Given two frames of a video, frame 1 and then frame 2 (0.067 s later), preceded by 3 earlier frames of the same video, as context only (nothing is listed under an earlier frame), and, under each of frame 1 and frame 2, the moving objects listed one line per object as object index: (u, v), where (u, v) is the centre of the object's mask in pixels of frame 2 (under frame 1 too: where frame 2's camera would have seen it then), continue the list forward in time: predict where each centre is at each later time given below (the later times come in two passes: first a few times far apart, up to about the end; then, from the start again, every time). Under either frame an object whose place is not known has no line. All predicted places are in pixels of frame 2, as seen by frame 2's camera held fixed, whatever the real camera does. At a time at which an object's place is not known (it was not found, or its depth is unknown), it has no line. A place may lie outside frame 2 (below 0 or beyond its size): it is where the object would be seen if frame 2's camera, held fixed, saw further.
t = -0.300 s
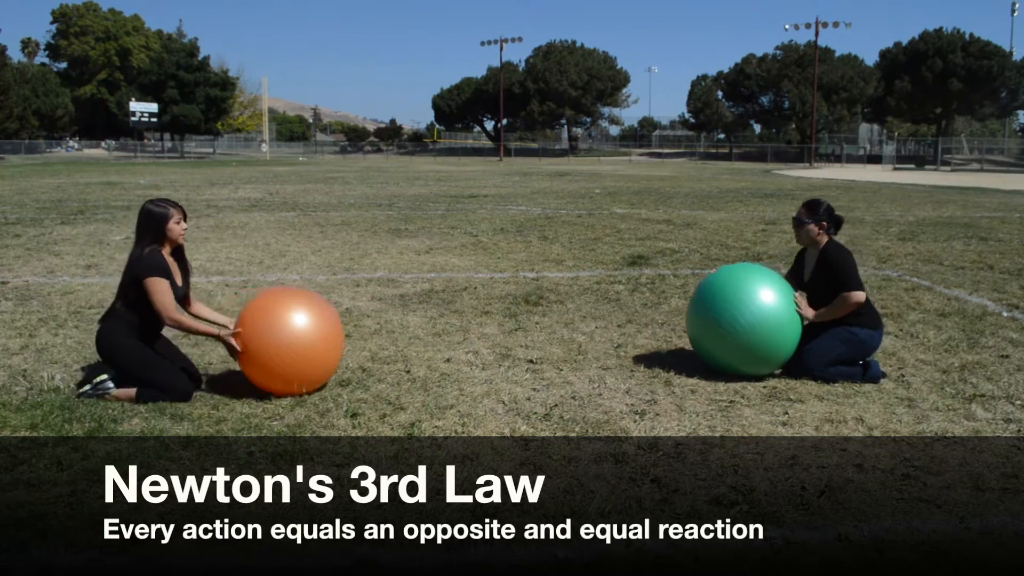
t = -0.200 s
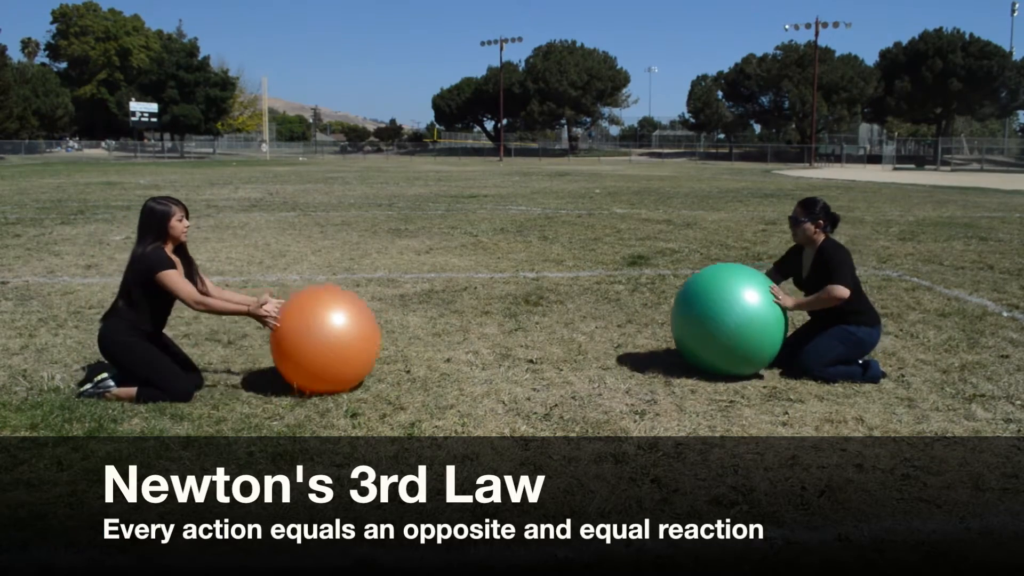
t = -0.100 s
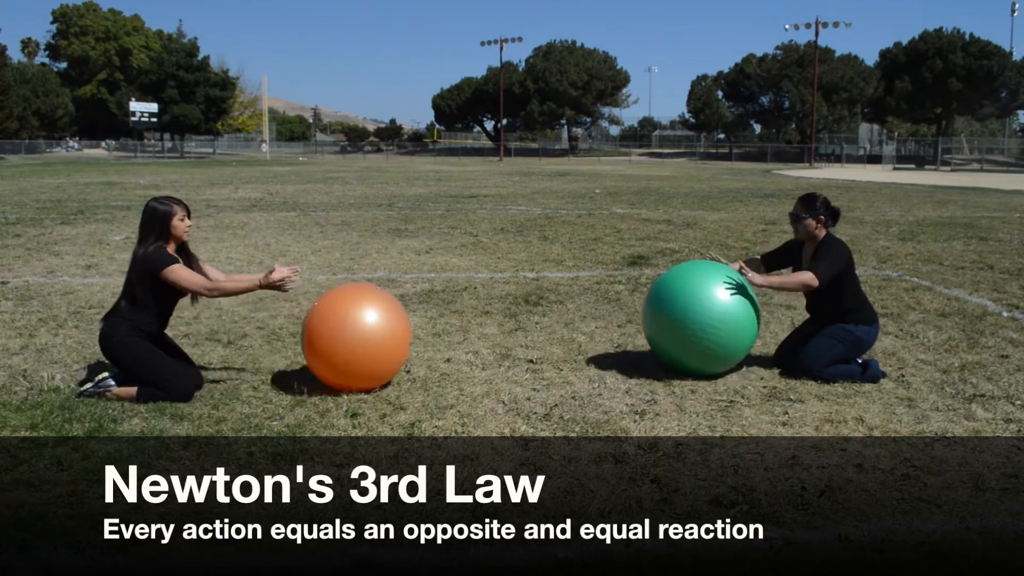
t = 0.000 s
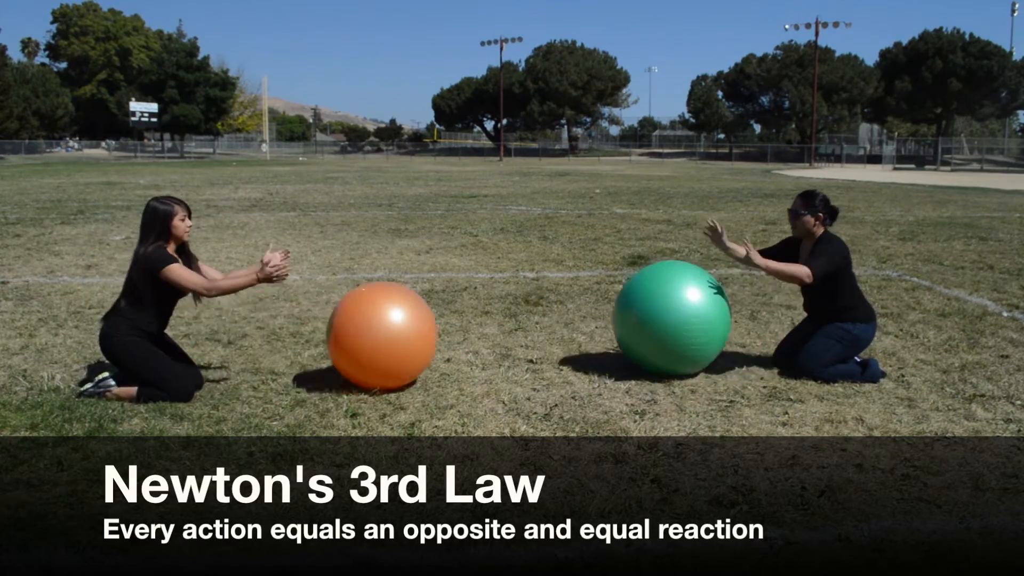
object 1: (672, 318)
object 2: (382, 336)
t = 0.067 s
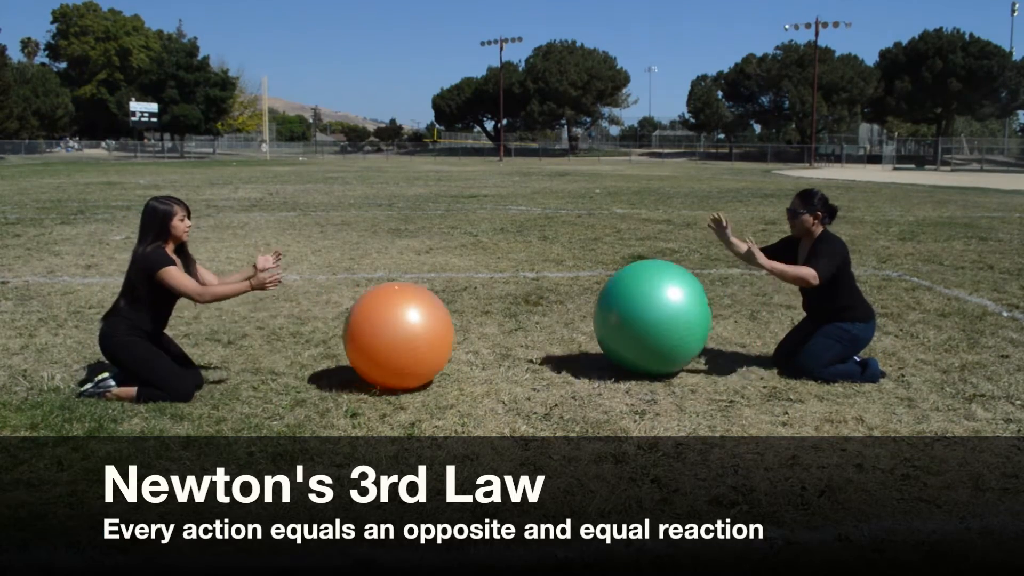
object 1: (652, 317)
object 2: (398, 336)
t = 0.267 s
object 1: (596, 314)
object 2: (444, 336)
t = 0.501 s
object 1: (556, 309)
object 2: (450, 342)
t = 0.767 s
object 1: (566, 314)
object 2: (443, 341)
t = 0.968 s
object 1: (565, 313)
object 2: (448, 341)
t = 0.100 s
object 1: (643, 317)
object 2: (407, 336)
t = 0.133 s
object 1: (633, 318)
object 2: (415, 336)
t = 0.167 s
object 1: (624, 318)
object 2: (422, 336)
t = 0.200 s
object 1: (614, 318)
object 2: (430, 335)
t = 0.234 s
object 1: (605, 315)
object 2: (437, 336)
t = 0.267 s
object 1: (596, 314)
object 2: (444, 336)
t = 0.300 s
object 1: (587, 314)
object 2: (449, 338)
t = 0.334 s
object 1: (578, 315)
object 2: (453, 339)
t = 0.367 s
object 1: (569, 318)
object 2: (454, 339)
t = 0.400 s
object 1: (561, 318)
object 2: (455, 337)
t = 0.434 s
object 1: (557, 316)
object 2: (454, 339)
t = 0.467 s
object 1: (556, 313)
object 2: (451, 341)
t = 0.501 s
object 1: (556, 309)
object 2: (450, 342)
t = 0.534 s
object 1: (557, 307)
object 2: (448, 340)
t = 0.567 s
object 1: (559, 305)
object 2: (447, 340)
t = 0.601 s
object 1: (560, 306)
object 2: (446, 340)
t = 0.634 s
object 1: (562, 307)
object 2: (444, 342)
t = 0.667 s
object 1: (563, 311)
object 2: (444, 343)
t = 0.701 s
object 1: (565, 316)
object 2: (443, 342)
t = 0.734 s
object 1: (565, 317)
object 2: (443, 341)
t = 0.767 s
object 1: (566, 314)
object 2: (443, 341)
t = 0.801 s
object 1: (565, 310)
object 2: (443, 342)
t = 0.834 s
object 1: (566, 308)
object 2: (444, 342)
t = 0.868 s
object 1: (566, 307)
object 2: (444, 341)
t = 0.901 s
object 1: (566, 308)
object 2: (446, 341)
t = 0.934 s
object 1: (565, 310)
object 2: (447, 341)
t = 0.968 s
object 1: (565, 313)
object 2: (448, 341)
